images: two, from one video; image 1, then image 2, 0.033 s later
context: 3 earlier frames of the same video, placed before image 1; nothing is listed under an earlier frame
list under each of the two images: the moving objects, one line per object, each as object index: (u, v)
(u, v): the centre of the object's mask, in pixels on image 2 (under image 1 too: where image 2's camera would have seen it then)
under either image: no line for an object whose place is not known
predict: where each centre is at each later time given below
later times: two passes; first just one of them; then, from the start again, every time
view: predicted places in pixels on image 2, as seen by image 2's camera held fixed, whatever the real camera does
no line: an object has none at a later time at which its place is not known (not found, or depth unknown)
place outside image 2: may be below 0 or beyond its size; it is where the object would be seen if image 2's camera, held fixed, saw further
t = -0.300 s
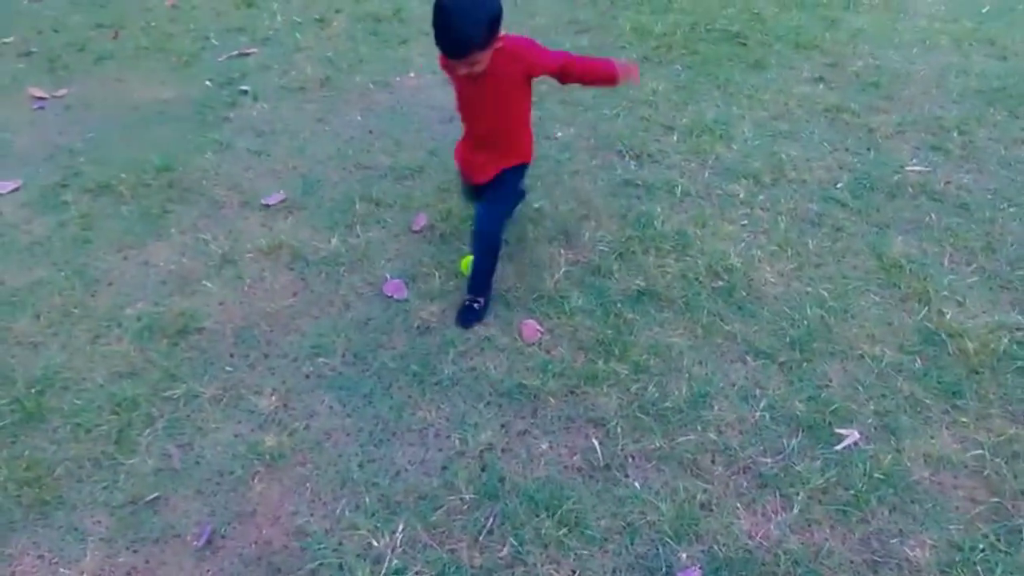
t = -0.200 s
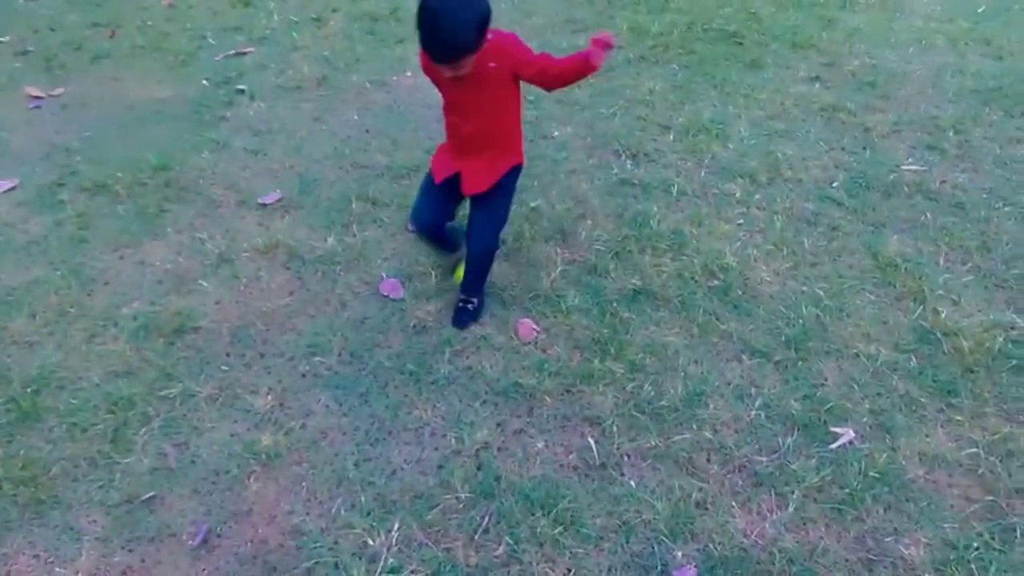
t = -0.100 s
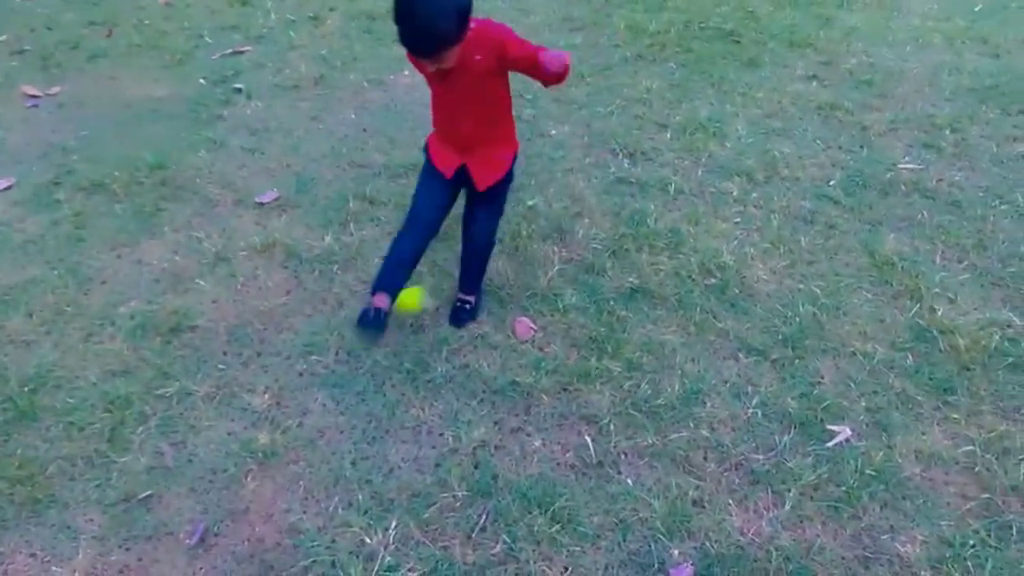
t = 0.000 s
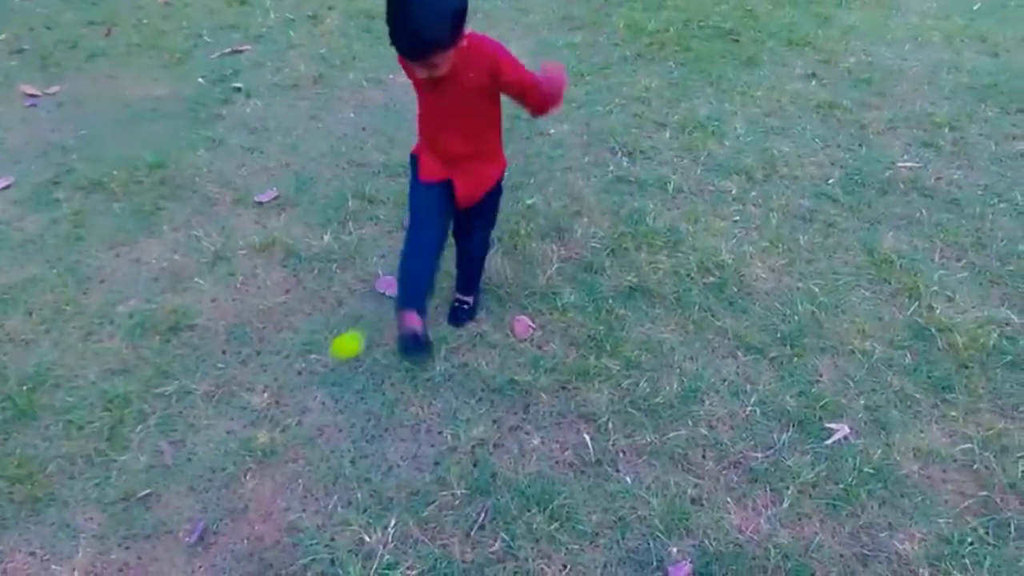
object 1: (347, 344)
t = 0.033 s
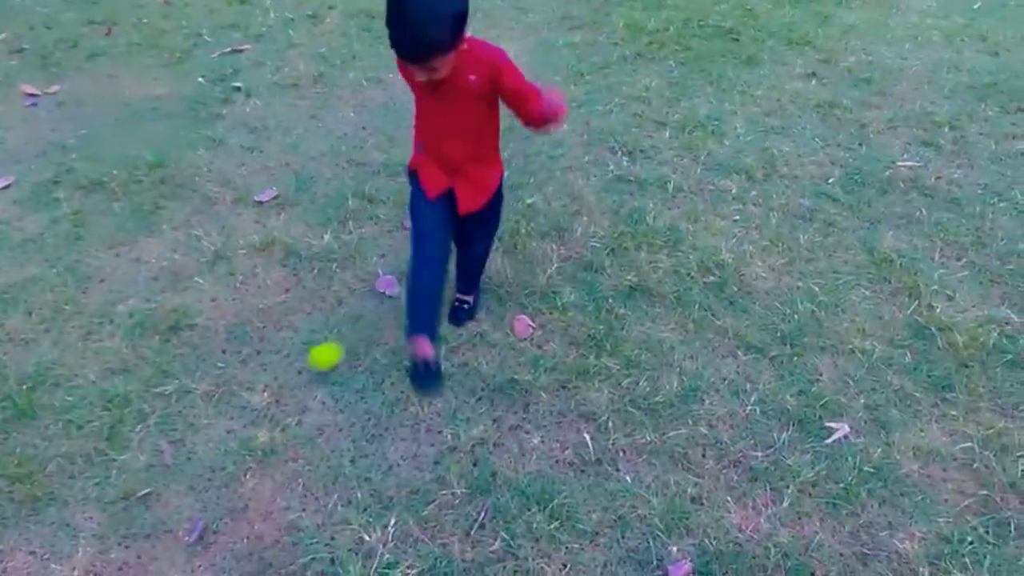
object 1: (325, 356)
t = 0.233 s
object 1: (196, 431)
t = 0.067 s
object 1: (302, 366)
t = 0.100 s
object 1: (281, 376)
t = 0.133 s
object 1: (260, 390)
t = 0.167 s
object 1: (239, 407)
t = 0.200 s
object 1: (218, 421)
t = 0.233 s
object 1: (196, 431)
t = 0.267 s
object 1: (175, 440)
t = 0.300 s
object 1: (155, 452)
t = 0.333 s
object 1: (134, 465)
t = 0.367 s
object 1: (115, 480)
